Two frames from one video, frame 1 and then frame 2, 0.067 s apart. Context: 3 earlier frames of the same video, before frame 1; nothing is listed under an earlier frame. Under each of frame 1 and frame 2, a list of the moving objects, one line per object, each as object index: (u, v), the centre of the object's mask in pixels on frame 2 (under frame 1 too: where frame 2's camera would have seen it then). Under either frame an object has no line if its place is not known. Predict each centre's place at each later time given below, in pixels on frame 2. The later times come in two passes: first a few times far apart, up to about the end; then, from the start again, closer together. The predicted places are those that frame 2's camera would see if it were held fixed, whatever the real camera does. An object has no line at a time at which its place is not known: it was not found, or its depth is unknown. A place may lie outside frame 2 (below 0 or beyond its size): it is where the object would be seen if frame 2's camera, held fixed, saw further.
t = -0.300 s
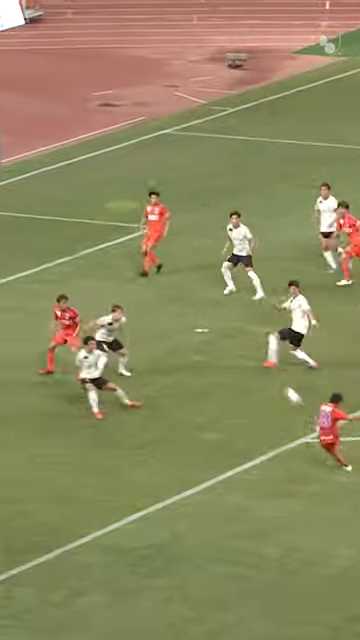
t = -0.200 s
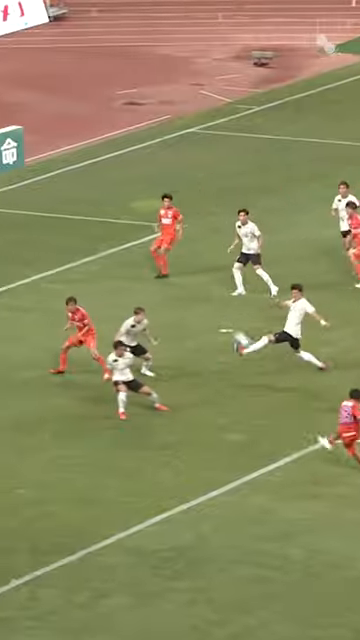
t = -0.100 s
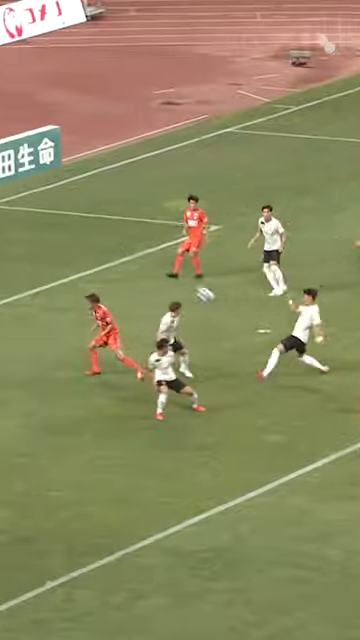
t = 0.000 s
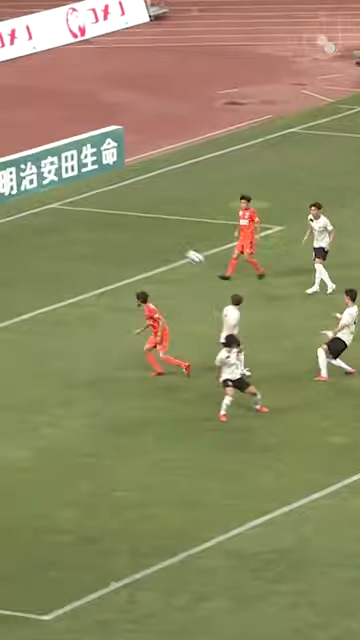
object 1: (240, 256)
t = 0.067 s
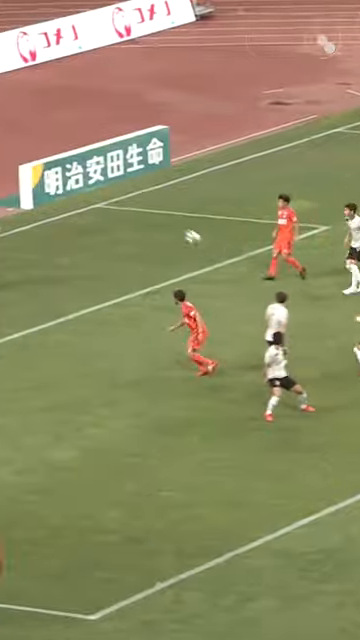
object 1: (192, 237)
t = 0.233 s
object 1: (75, 200)
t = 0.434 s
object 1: (-61, 179)
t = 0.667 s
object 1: (-139, 187)
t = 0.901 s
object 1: (-153, 225)
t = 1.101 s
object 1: (-157, 221)
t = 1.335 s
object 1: (-159, 214)
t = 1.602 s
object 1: (-161, 236)
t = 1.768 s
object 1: (-162, 249)
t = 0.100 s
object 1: (168, 227)
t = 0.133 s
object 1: (144, 219)
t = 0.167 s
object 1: (121, 212)
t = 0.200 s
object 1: (98, 206)
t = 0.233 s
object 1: (75, 200)
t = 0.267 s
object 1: (54, 196)
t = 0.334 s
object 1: (6, 186)
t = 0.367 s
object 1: (-16, 184)
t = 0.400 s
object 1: (-36, 182)
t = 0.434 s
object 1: (-61, 179)
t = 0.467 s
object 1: (-84, 180)
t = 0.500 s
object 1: (-104, 180)
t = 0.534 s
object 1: (-120, 180)
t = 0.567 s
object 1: (-131, 181)
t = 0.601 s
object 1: (-135, 182)
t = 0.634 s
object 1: (-137, 184)
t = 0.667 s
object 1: (-139, 187)
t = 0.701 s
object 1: (-141, 191)
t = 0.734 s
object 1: (-142, 195)
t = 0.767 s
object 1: (-145, 201)
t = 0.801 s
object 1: (-147, 206)
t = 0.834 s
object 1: (-149, 211)
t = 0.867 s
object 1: (-152, 218)
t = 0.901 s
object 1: (-153, 225)
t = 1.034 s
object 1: (-157, 229)
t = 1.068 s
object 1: (-157, 224)
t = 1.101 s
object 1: (-157, 221)
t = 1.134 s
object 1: (-158, 219)
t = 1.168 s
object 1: (-158, 216)
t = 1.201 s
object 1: (-158, 215)
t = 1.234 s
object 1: (-158, 214)
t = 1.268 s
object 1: (-158, 213)
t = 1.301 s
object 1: (-159, 214)
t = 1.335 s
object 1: (-159, 214)
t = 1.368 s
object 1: (-160, 214)
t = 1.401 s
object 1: (-160, 217)
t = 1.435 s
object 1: (-160, 218)
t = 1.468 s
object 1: (-160, 220)
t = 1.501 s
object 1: (-161, 224)
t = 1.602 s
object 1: (-161, 236)
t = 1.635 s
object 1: (-160, 242)
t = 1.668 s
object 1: (-161, 249)
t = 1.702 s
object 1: (-161, 255)
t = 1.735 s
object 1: (-161, 252)
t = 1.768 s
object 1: (-162, 249)
